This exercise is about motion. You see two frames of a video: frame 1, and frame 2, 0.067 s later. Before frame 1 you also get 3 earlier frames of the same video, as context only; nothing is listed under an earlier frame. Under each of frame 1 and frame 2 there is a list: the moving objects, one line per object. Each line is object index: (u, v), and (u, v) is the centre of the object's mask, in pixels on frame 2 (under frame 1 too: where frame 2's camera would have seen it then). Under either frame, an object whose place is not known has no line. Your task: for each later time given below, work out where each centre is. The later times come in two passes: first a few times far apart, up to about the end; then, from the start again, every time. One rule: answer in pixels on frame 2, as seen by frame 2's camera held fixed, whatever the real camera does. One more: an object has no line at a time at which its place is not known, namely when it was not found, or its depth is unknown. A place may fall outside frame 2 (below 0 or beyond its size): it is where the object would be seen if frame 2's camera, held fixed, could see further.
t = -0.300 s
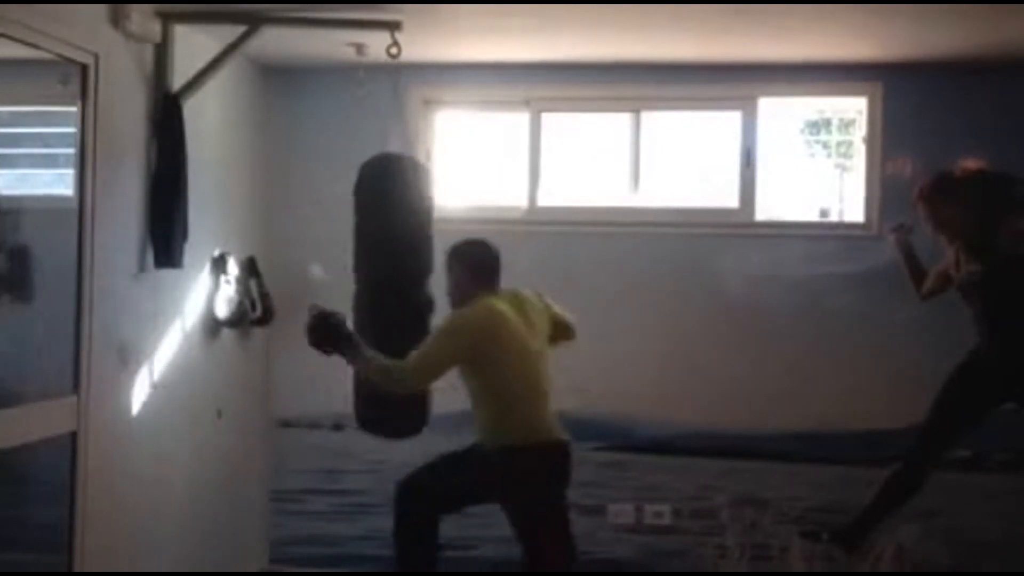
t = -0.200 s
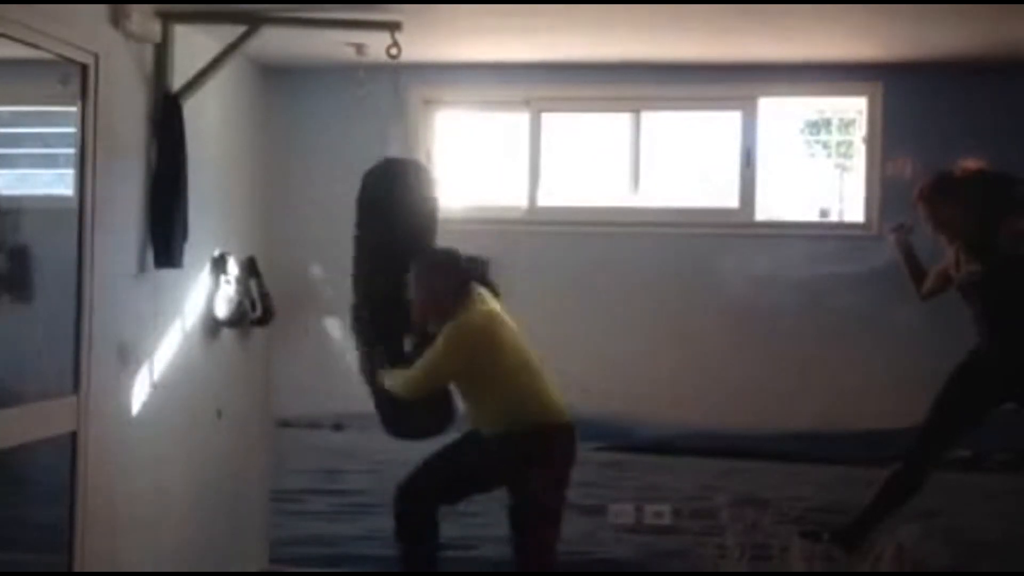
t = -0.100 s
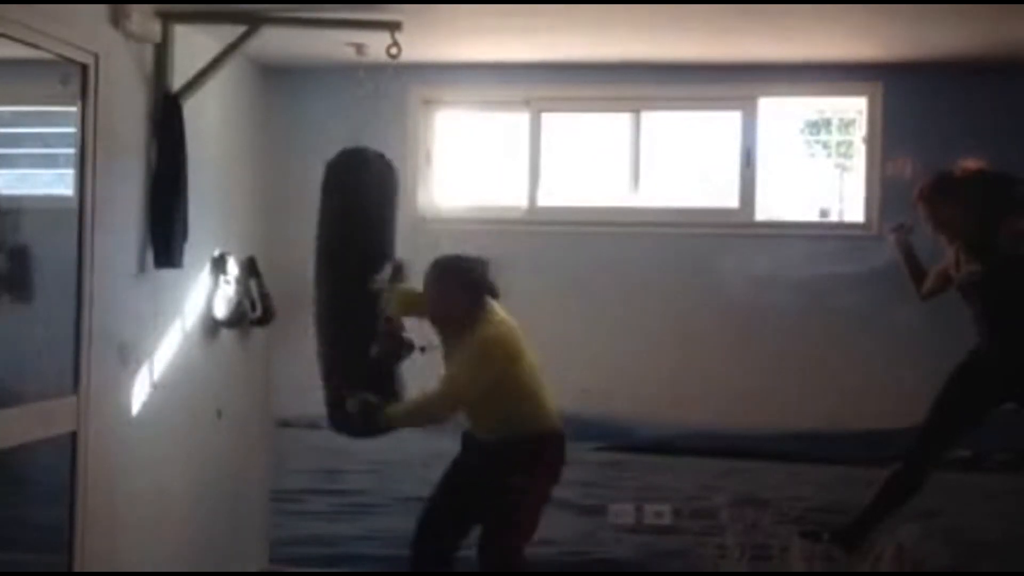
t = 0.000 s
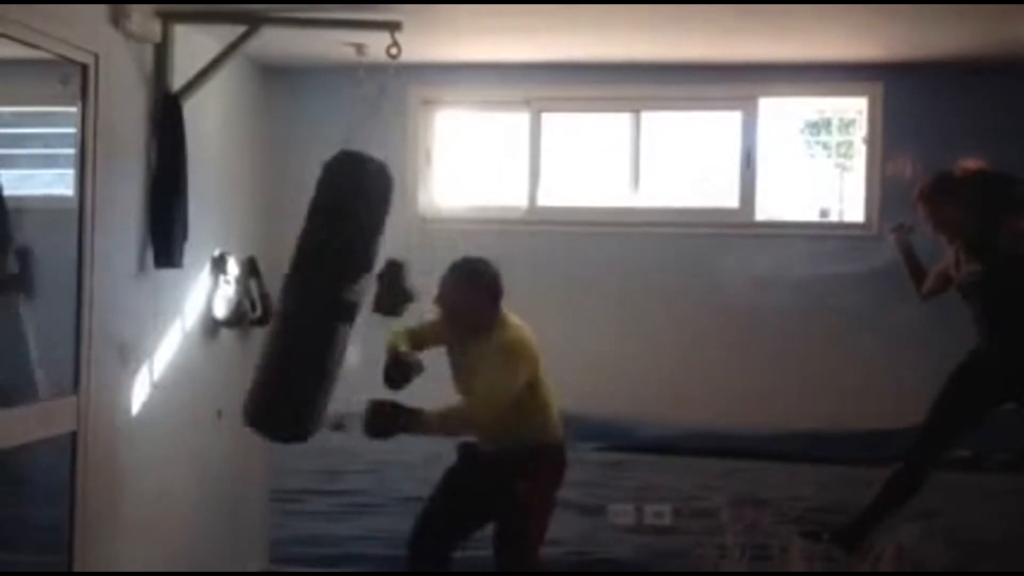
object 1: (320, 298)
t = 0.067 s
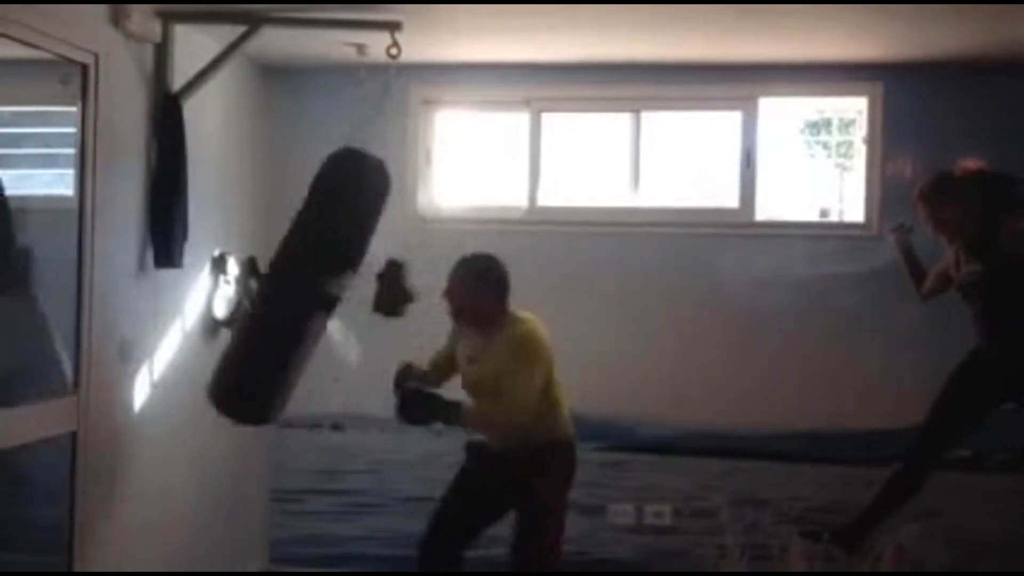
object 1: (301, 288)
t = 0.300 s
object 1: (245, 266)
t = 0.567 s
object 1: (263, 280)
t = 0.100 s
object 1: (291, 283)
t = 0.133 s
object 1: (281, 280)
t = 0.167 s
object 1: (271, 278)
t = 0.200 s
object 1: (261, 276)
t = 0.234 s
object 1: (253, 273)
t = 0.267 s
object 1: (248, 269)
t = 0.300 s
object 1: (245, 266)
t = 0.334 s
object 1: (242, 265)
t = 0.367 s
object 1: (241, 266)
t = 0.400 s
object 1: (242, 266)
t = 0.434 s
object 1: (245, 267)
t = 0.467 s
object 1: (248, 269)
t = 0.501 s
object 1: (252, 273)
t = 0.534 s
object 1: (258, 276)
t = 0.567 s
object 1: (263, 280)
